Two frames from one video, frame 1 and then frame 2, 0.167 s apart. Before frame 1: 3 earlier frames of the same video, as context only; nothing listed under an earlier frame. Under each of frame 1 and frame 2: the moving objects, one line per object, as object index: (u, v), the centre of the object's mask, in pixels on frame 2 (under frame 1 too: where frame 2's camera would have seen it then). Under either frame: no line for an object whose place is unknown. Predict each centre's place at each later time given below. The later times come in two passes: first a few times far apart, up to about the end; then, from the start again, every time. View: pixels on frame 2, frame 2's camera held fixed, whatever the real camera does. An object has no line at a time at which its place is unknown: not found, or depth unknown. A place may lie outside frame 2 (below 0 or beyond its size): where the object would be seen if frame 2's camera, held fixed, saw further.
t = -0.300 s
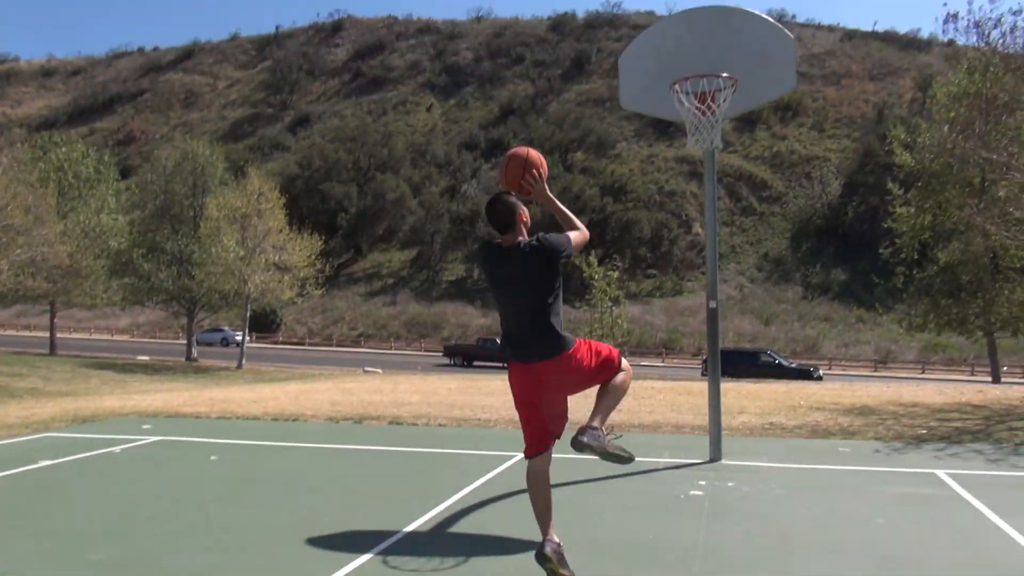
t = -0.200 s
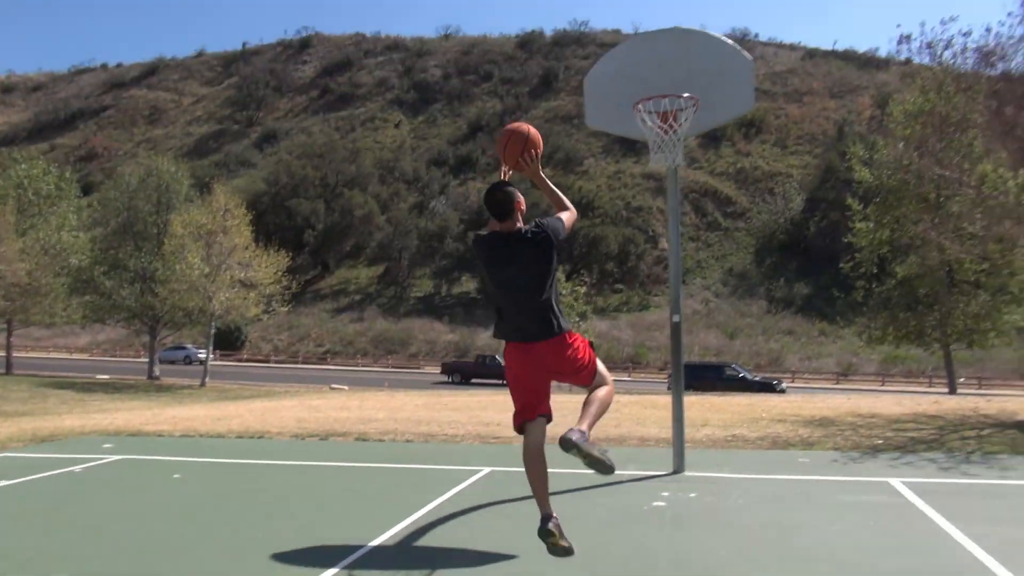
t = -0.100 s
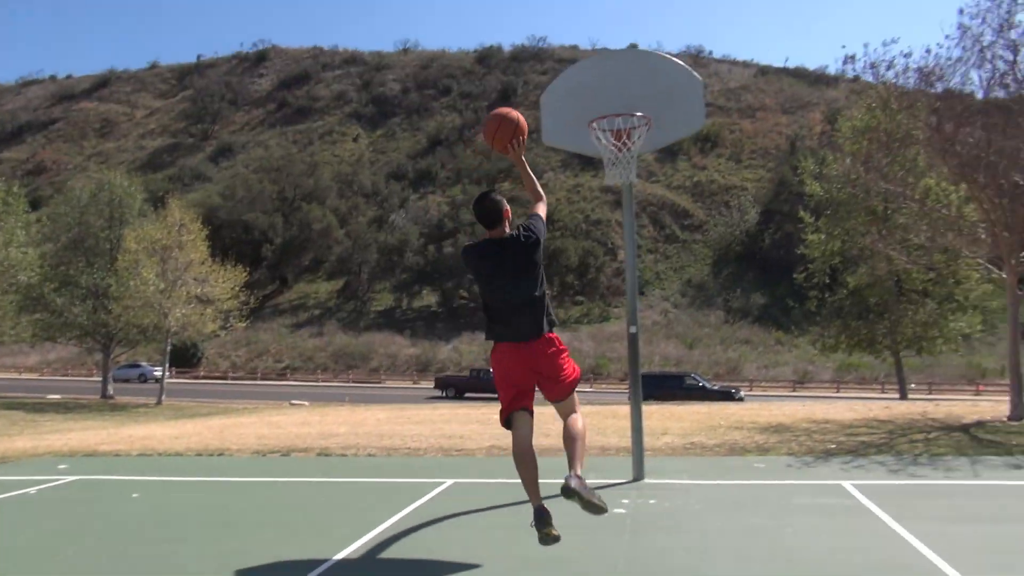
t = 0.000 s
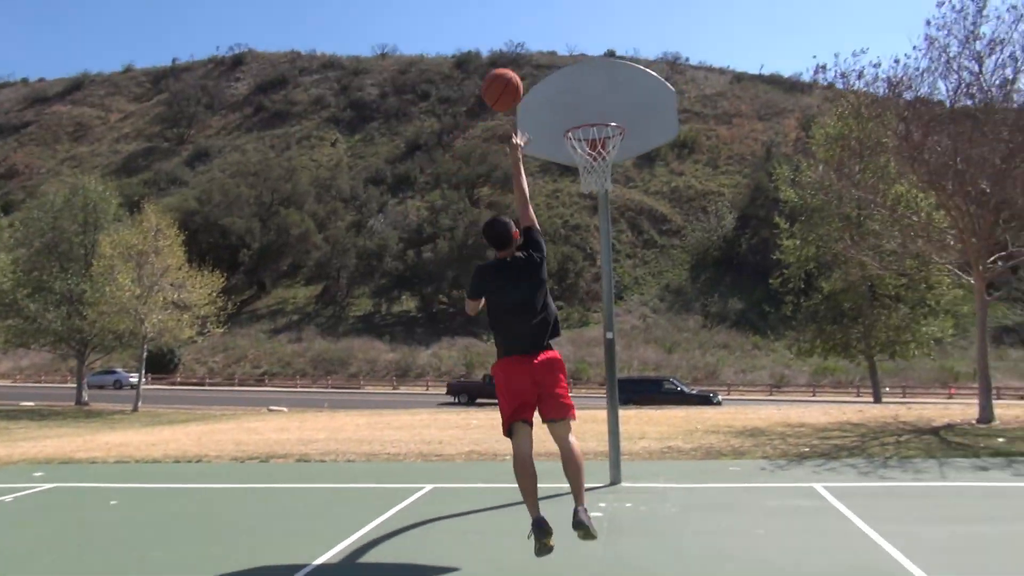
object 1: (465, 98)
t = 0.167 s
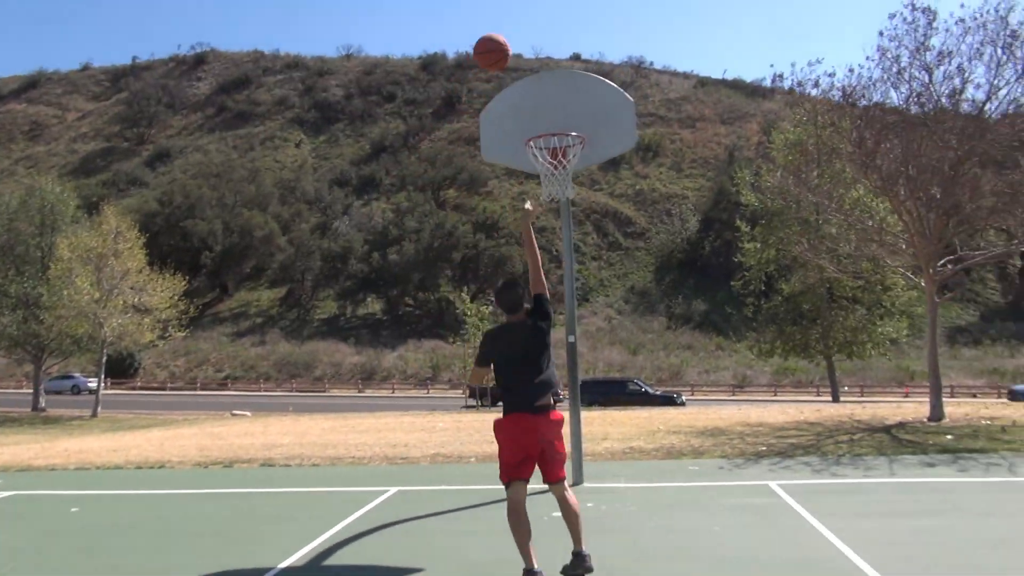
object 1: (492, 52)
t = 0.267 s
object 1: (506, 47)
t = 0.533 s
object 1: (539, 92)
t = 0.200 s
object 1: (496, 49)
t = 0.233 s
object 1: (501, 47)
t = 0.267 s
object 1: (506, 47)
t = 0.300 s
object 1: (510, 47)
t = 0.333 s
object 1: (515, 50)
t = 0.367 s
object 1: (519, 53)
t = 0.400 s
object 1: (524, 59)
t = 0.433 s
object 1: (528, 65)
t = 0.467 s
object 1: (531, 73)
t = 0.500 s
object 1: (535, 82)
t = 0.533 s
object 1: (539, 92)
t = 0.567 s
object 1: (544, 102)
